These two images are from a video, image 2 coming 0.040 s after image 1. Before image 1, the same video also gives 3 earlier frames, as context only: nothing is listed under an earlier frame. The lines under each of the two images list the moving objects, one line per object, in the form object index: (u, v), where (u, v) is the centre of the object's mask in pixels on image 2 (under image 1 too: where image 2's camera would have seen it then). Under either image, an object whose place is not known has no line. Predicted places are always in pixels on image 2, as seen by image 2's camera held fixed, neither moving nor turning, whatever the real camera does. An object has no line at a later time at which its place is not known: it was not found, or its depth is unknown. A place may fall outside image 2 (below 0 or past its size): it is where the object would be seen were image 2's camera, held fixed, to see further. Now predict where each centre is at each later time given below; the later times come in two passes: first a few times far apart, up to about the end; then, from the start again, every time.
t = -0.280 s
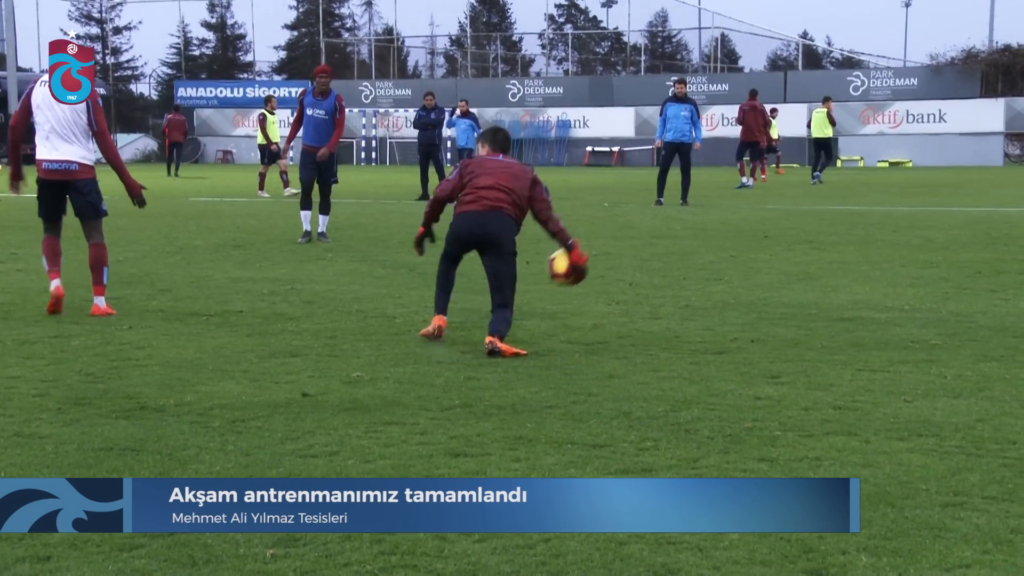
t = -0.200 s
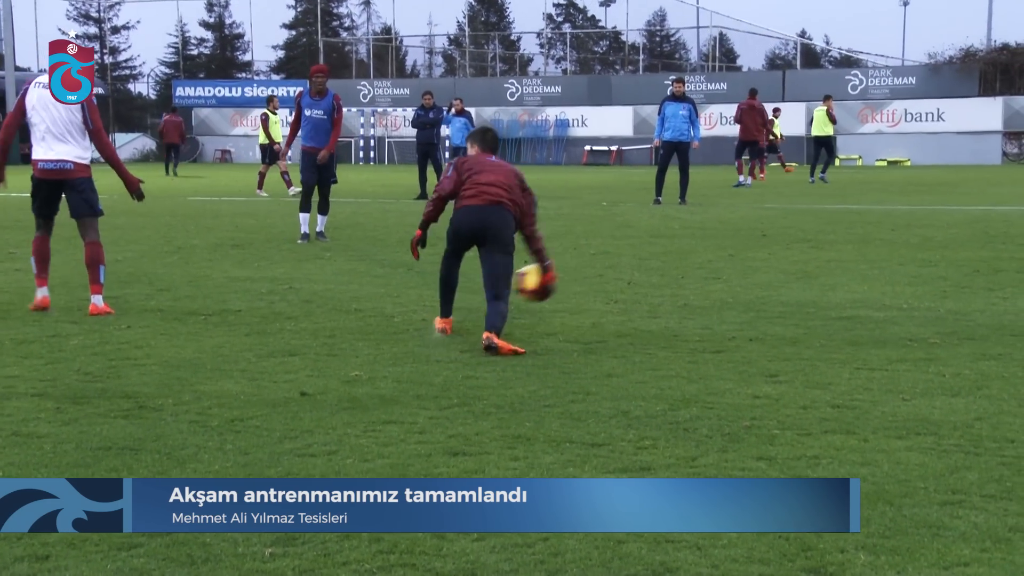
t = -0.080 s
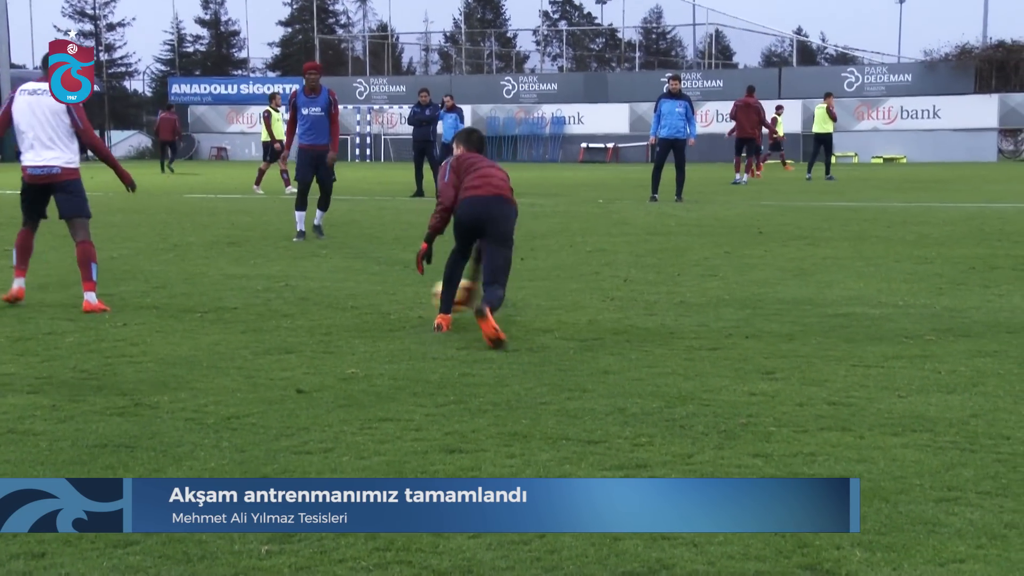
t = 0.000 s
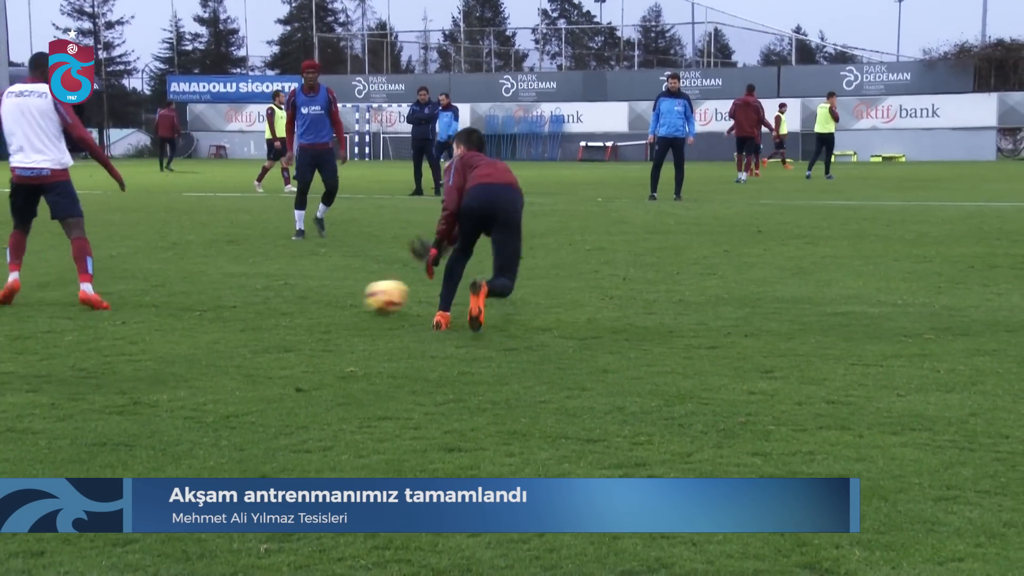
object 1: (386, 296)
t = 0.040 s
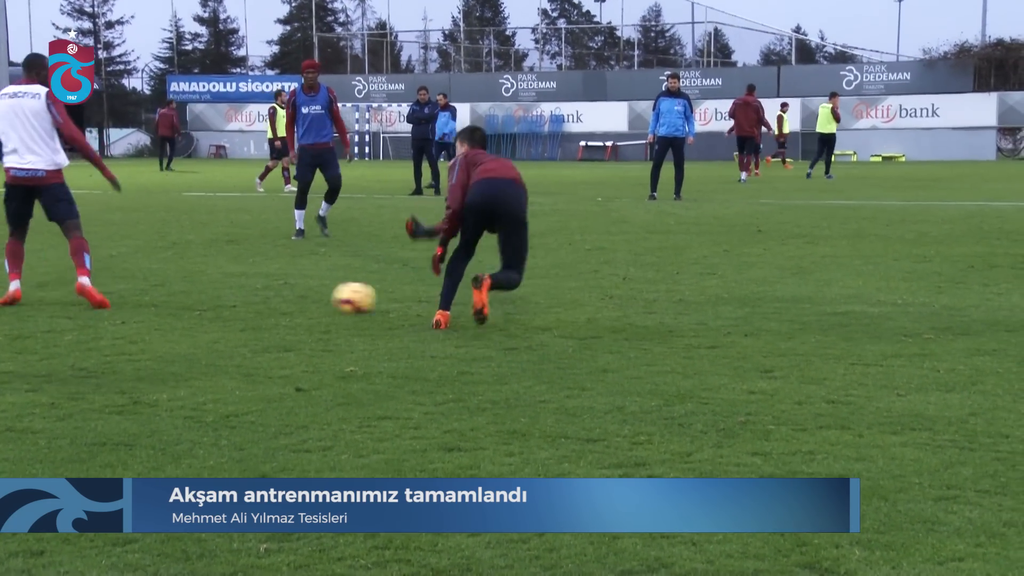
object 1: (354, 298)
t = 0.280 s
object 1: (202, 288)
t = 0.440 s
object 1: (120, 284)
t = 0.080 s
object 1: (326, 294)
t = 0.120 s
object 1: (300, 289)
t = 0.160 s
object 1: (274, 287)
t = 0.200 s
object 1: (248, 288)
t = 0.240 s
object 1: (224, 289)
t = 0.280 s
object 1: (202, 288)
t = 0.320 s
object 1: (181, 285)
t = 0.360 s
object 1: (160, 285)
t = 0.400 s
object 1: (140, 285)
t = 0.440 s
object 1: (120, 284)
